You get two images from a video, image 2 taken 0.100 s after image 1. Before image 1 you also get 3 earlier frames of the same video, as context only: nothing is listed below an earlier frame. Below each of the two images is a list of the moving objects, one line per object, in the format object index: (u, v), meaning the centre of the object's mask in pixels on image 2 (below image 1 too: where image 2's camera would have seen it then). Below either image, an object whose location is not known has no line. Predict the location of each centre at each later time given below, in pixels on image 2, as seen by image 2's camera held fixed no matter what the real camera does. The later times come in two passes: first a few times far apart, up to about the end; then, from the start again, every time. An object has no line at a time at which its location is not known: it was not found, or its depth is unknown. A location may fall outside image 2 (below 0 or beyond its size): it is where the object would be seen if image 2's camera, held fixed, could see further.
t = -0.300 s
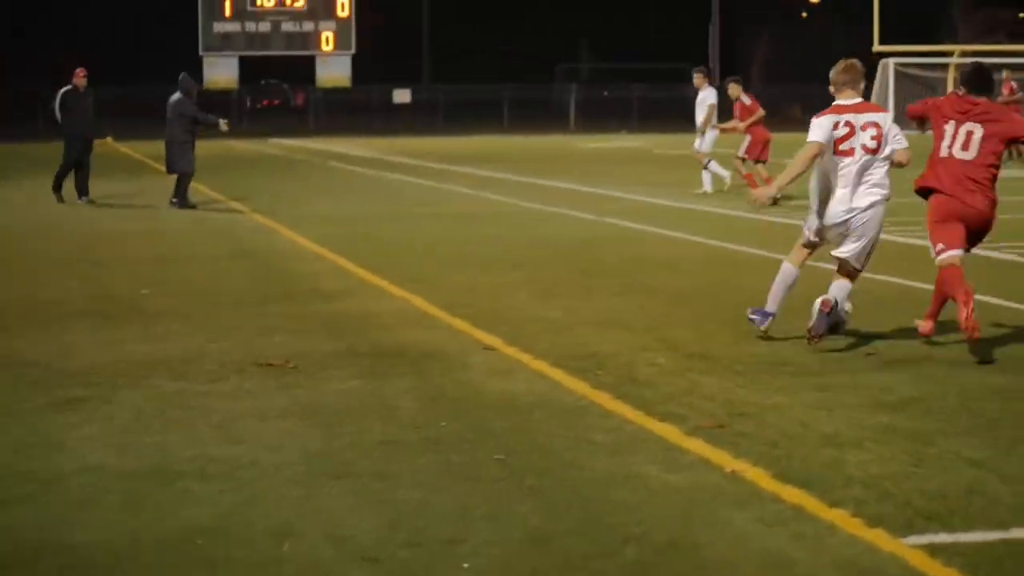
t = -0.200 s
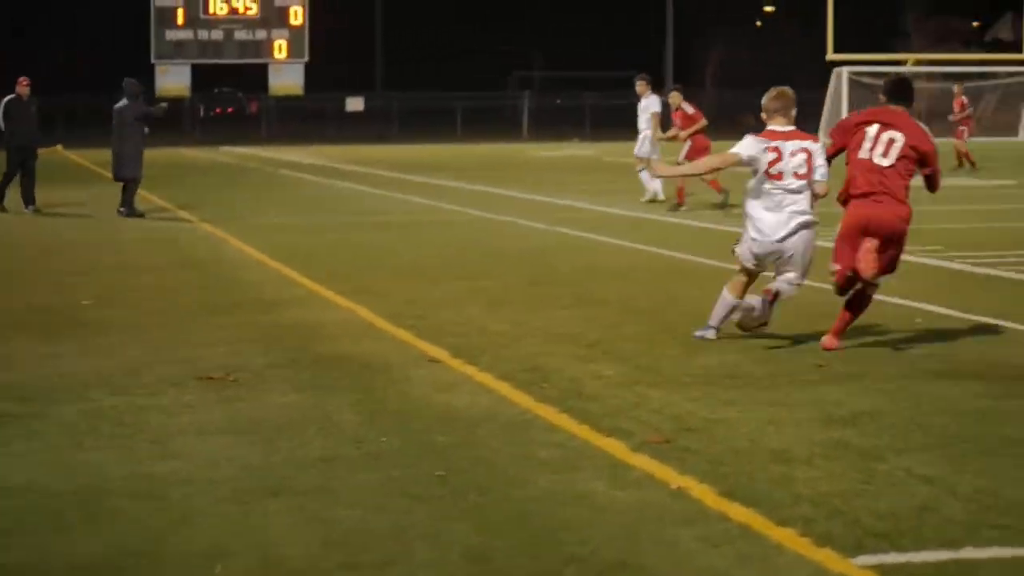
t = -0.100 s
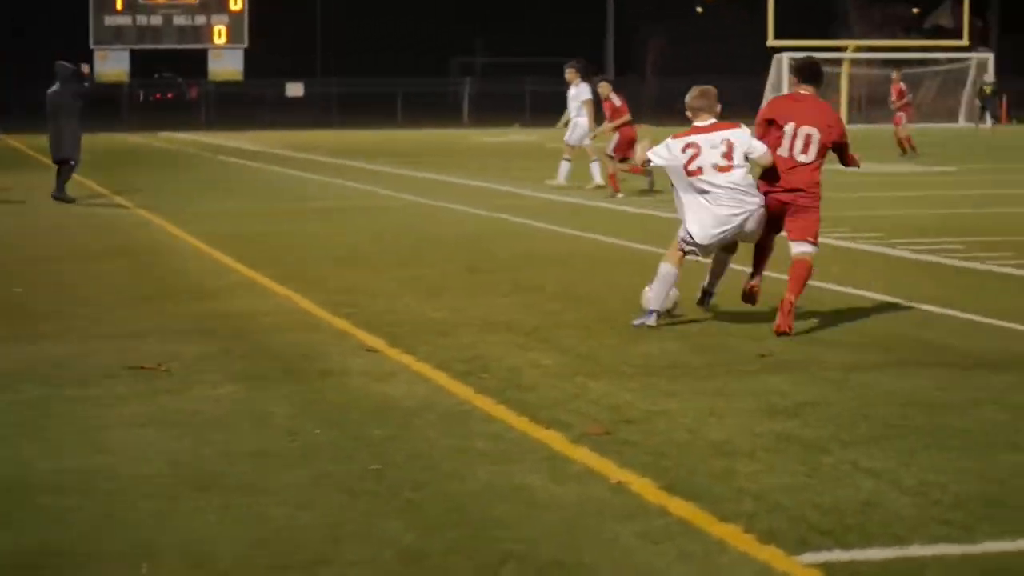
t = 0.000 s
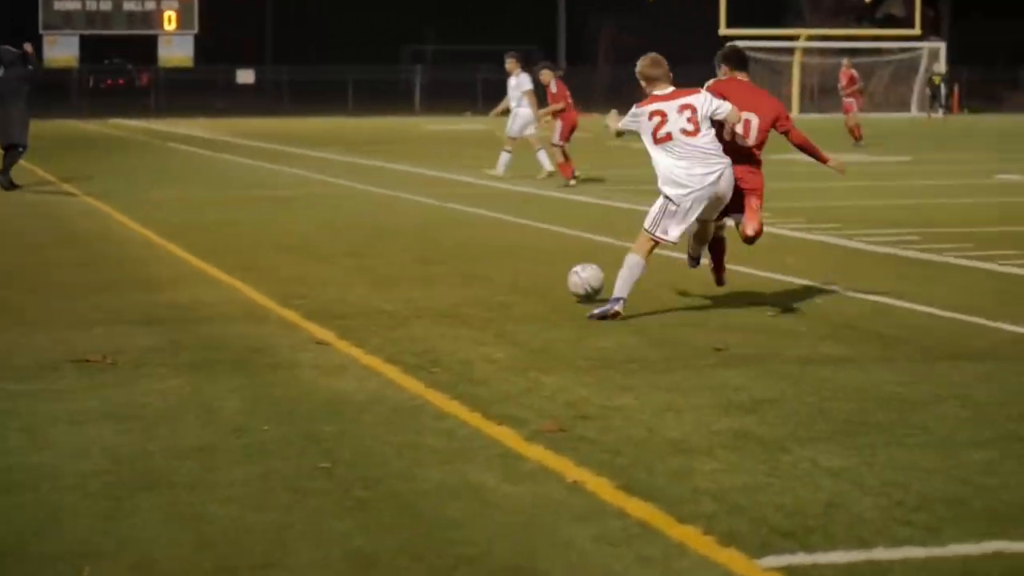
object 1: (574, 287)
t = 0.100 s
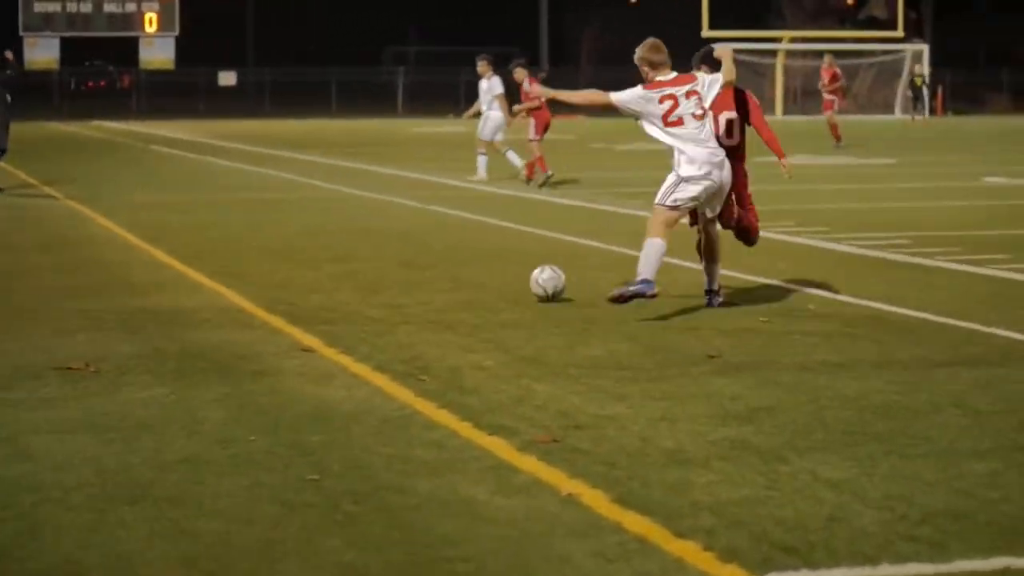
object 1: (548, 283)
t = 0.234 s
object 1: (515, 277)
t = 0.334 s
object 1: (492, 272)
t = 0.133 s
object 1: (540, 278)
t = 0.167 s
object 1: (531, 277)
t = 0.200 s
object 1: (523, 277)
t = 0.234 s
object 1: (515, 277)
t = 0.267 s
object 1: (507, 275)
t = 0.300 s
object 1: (499, 273)
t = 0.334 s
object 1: (492, 272)
